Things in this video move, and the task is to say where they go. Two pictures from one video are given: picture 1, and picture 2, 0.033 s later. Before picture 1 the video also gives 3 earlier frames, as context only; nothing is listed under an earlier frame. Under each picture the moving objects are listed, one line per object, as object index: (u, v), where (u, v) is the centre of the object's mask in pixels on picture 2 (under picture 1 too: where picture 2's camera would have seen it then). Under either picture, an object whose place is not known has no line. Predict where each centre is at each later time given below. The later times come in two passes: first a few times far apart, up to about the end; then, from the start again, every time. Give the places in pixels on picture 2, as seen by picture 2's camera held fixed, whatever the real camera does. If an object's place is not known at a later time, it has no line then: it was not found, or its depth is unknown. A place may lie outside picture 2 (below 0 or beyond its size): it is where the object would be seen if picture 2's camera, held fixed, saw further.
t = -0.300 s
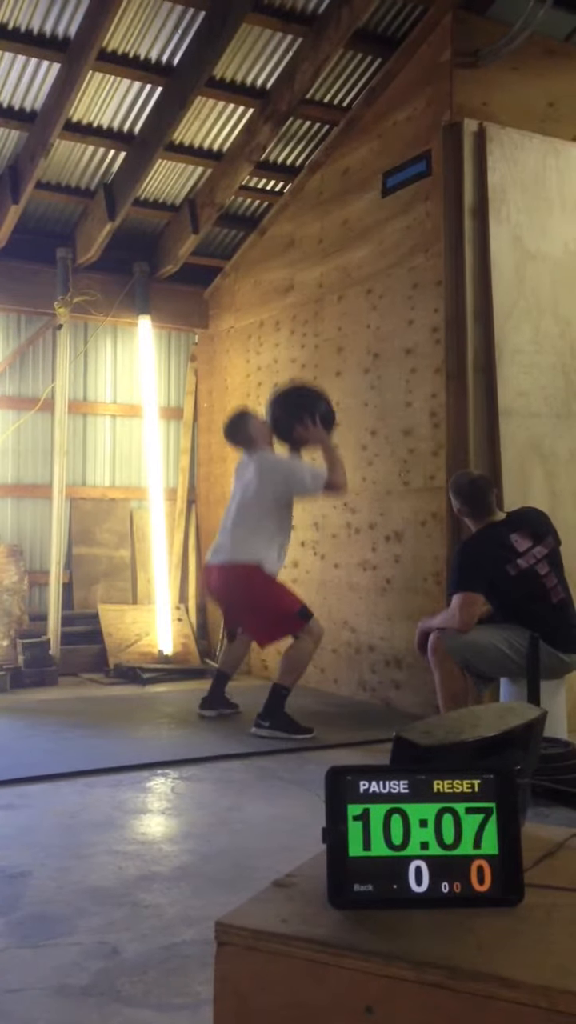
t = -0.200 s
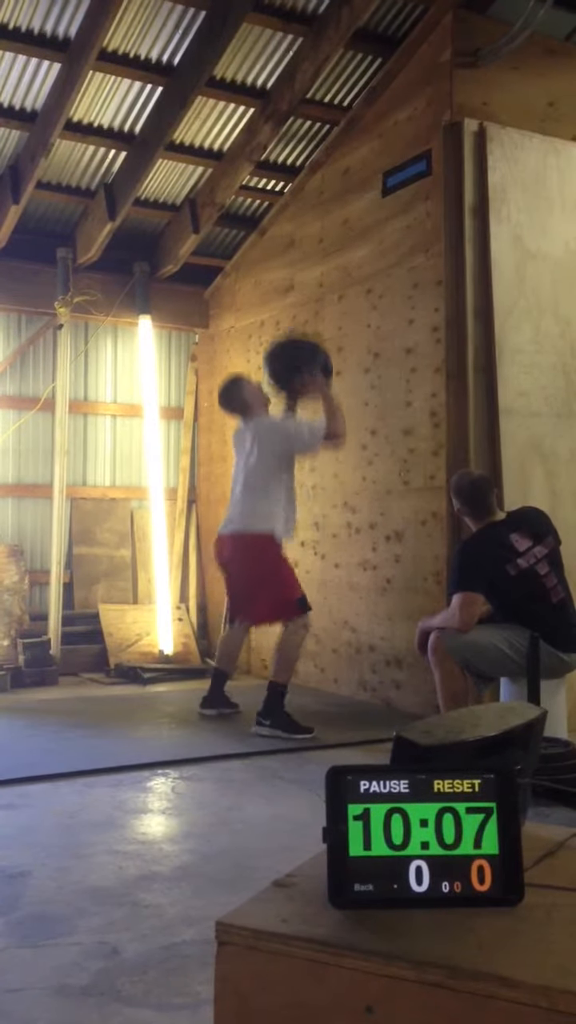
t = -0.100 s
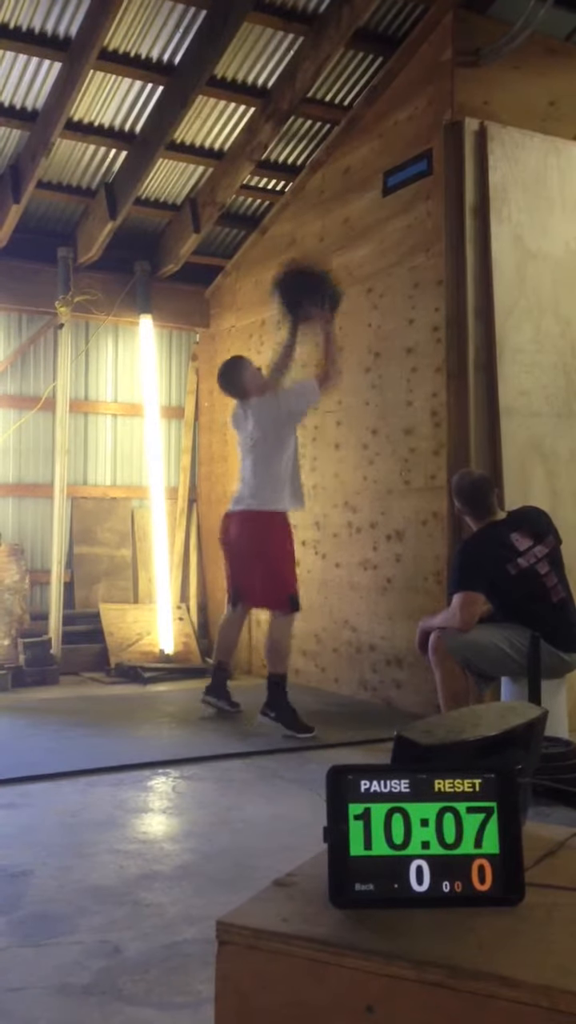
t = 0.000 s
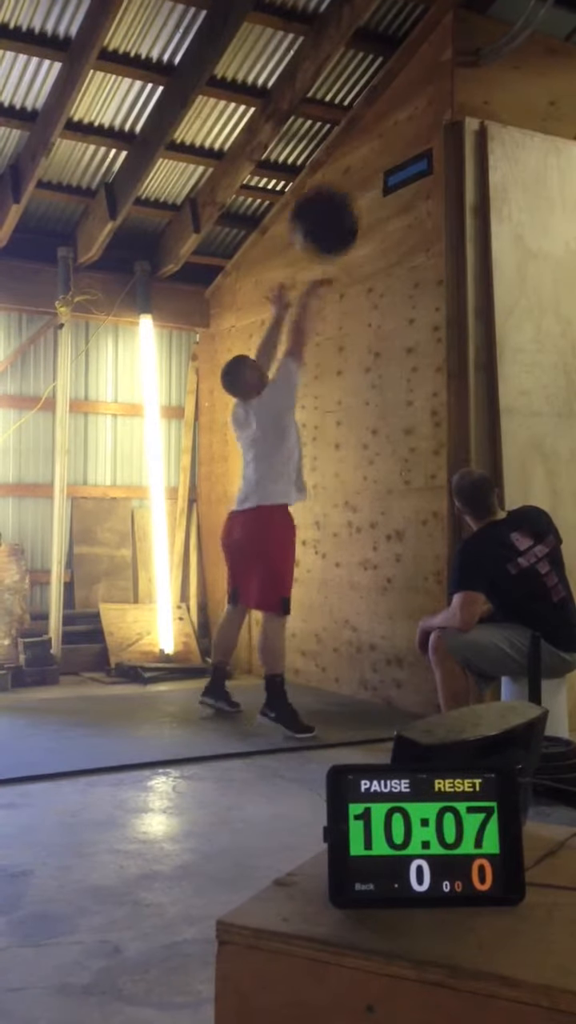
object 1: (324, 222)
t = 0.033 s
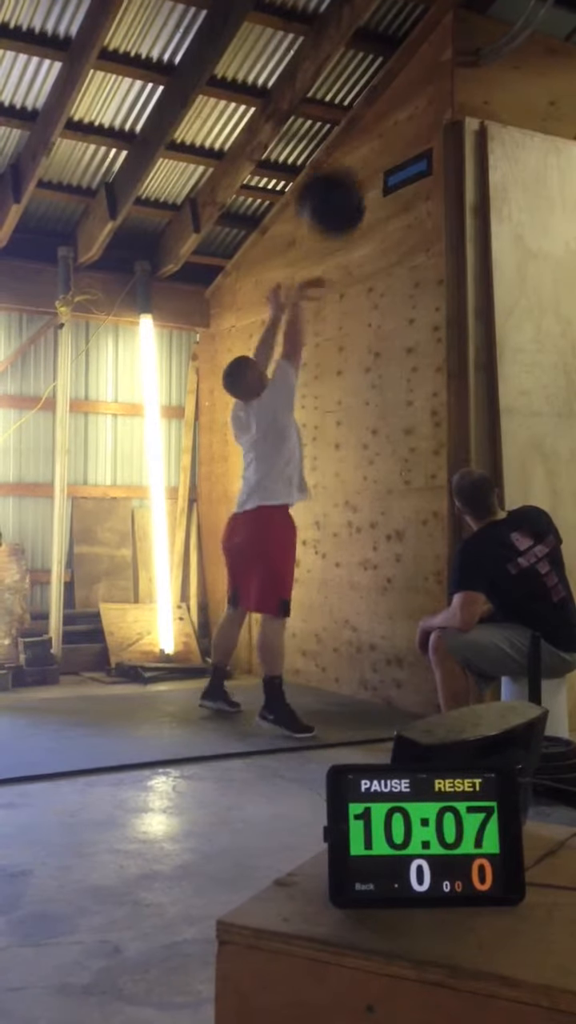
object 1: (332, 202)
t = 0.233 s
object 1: (369, 129)
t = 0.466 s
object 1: (379, 124)
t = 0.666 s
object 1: (356, 191)
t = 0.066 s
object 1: (338, 185)
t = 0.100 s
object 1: (344, 170)
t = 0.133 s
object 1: (351, 156)
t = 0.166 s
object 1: (357, 145)
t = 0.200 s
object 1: (363, 137)
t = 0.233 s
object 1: (369, 129)
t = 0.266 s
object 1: (375, 124)
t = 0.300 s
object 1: (380, 121)
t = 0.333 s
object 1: (390, 120)
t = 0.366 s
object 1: (390, 120)
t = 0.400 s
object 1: (390, 119)
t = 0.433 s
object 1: (387, 120)
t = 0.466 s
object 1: (379, 124)
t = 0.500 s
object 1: (376, 130)
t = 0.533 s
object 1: (371, 138)
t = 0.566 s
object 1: (367, 147)
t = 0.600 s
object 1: (363, 158)
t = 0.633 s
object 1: (358, 173)
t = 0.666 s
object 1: (356, 191)
